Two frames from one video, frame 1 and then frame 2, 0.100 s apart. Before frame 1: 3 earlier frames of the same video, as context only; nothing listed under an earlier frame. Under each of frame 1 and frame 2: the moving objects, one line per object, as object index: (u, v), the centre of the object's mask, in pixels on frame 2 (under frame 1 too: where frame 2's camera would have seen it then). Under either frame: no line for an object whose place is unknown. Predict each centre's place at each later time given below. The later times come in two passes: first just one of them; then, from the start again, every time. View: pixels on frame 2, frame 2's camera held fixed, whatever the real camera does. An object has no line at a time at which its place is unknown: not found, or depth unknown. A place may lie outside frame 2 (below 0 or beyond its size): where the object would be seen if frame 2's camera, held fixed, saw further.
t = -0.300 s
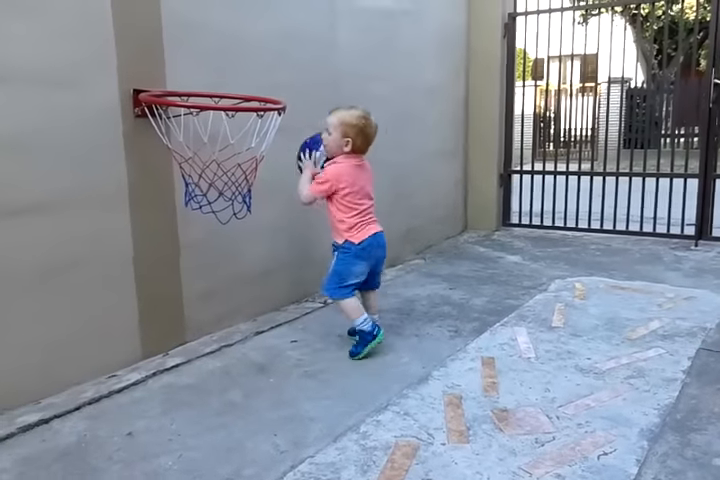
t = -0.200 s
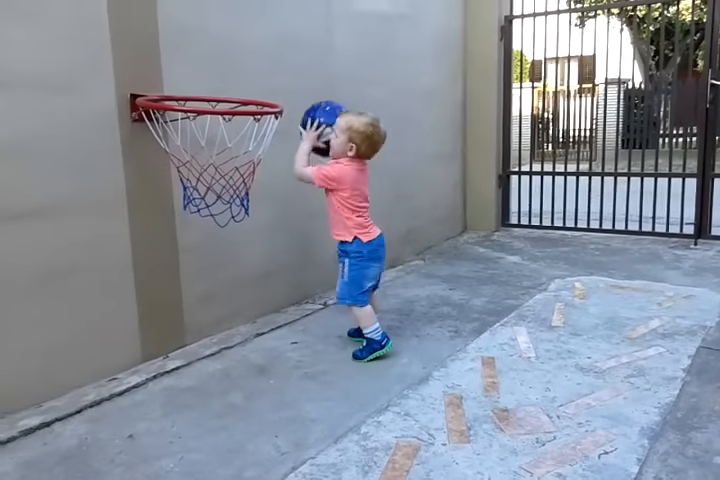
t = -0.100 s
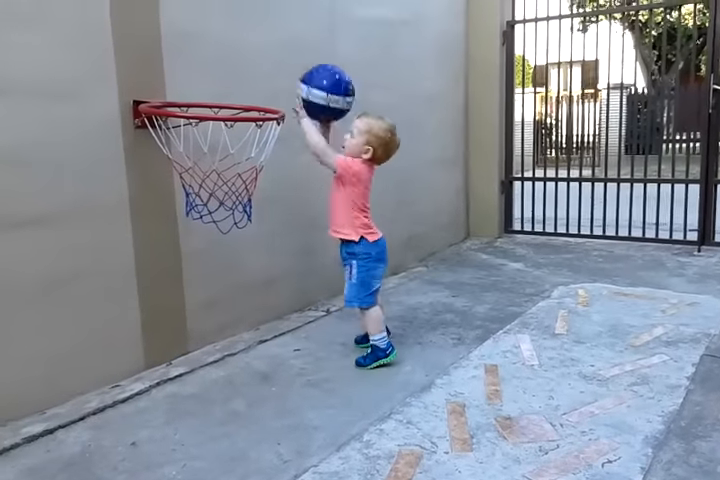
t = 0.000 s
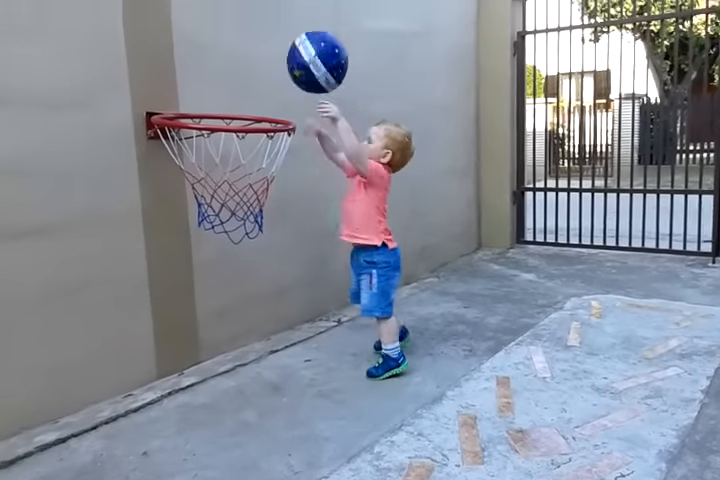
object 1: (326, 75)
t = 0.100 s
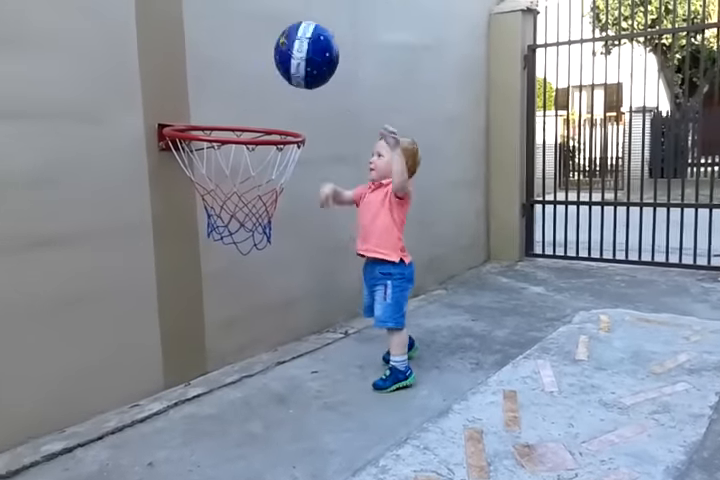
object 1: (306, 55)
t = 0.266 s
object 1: (265, 92)
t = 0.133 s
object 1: (298, 54)
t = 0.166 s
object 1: (289, 58)
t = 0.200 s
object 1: (282, 65)
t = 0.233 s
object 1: (272, 76)
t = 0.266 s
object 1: (265, 92)
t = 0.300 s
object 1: (258, 113)
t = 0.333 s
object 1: (247, 135)
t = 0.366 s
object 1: (242, 163)
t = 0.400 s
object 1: (232, 197)
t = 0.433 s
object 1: (223, 237)
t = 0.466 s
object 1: (214, 282)
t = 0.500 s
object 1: (205, 332)
